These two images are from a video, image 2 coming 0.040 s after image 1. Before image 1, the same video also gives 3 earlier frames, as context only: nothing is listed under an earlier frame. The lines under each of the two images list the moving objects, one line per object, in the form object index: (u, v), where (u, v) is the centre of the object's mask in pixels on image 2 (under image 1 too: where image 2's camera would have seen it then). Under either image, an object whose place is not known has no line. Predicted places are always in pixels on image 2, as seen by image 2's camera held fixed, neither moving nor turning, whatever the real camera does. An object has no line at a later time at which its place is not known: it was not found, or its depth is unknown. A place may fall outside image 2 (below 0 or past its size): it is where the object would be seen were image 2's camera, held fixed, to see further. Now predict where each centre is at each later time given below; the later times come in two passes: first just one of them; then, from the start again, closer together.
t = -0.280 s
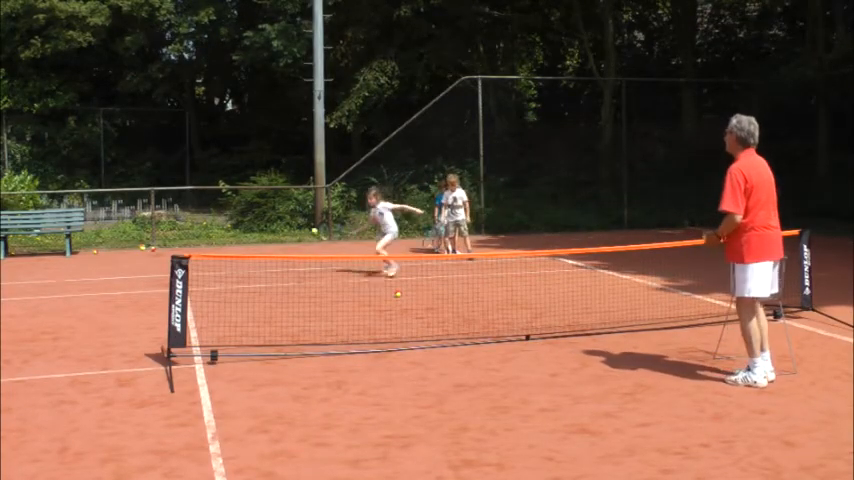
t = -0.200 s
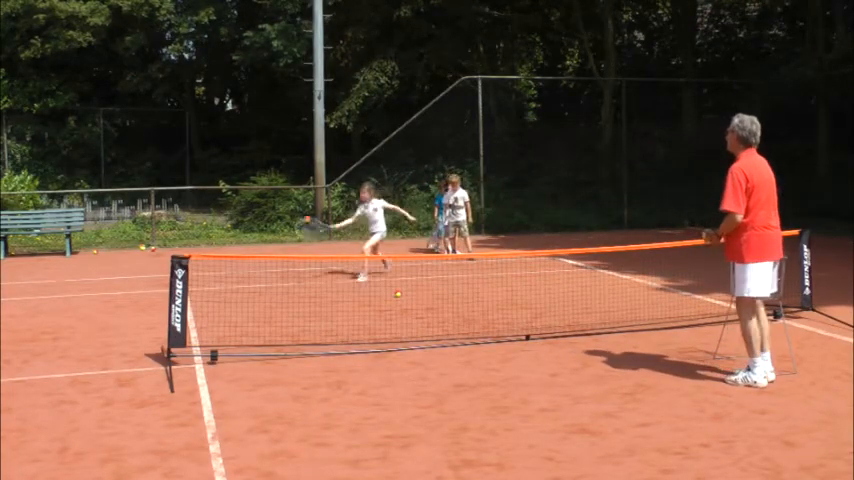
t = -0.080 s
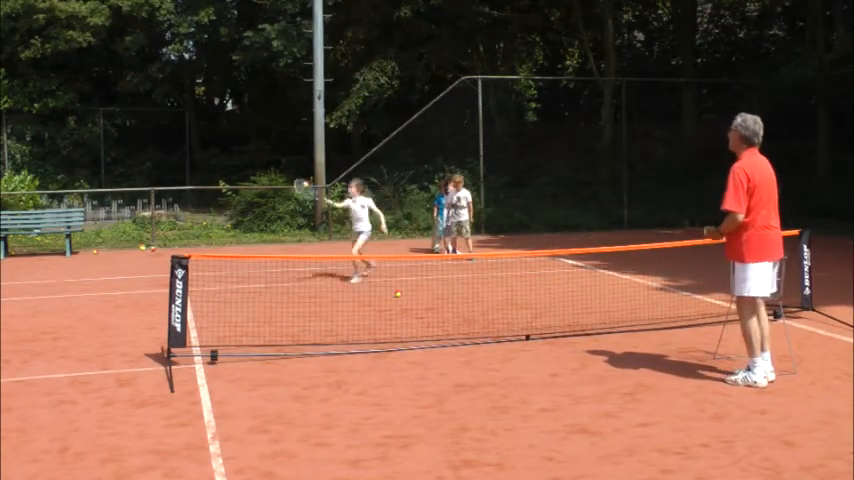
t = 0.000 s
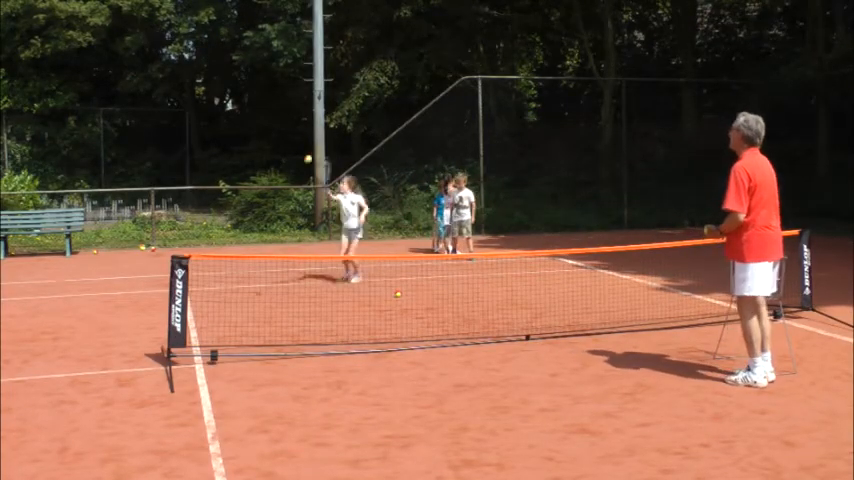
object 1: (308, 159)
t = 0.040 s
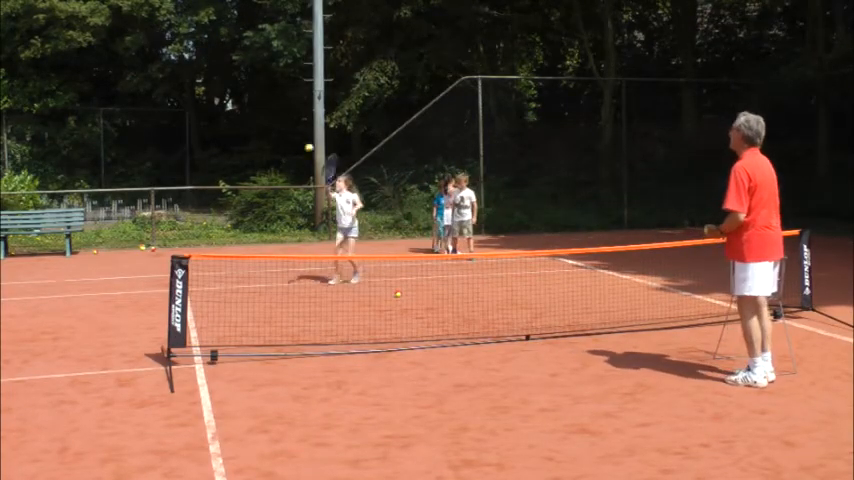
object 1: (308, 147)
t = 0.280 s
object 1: (319, 99)
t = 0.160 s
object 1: (312, 118)
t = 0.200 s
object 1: (314, 109)
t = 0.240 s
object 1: (316, 103)
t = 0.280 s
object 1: (319, 99)
